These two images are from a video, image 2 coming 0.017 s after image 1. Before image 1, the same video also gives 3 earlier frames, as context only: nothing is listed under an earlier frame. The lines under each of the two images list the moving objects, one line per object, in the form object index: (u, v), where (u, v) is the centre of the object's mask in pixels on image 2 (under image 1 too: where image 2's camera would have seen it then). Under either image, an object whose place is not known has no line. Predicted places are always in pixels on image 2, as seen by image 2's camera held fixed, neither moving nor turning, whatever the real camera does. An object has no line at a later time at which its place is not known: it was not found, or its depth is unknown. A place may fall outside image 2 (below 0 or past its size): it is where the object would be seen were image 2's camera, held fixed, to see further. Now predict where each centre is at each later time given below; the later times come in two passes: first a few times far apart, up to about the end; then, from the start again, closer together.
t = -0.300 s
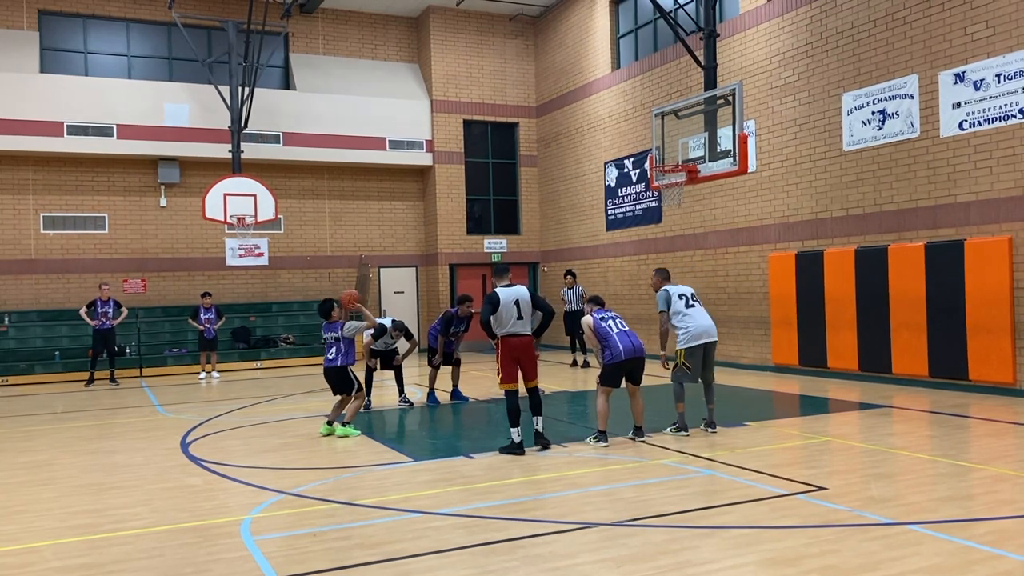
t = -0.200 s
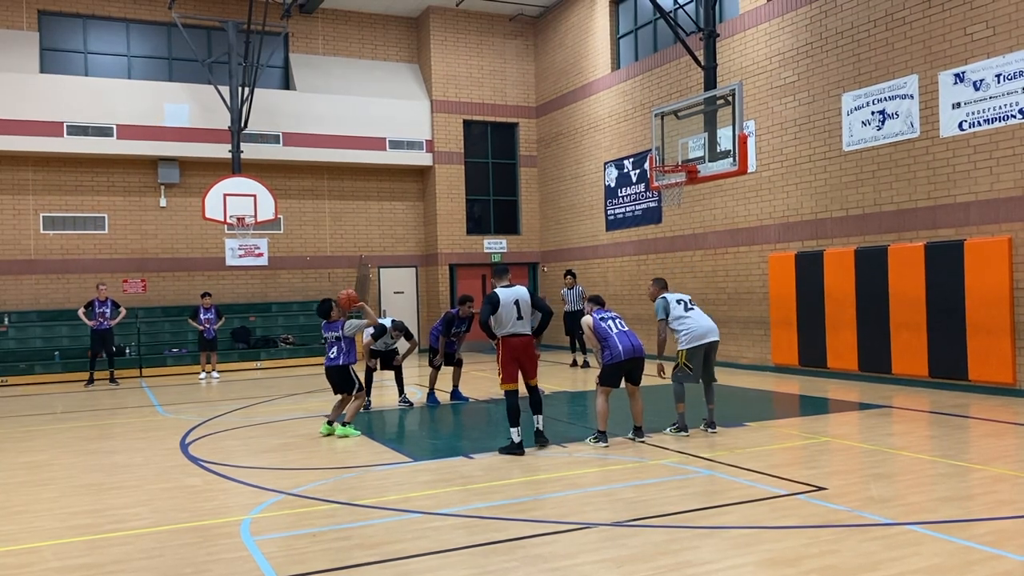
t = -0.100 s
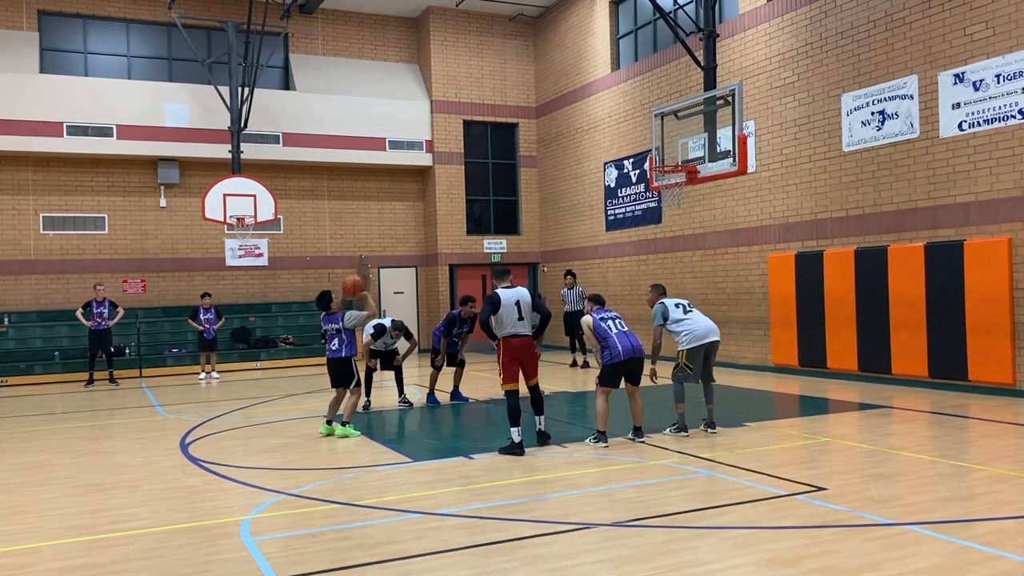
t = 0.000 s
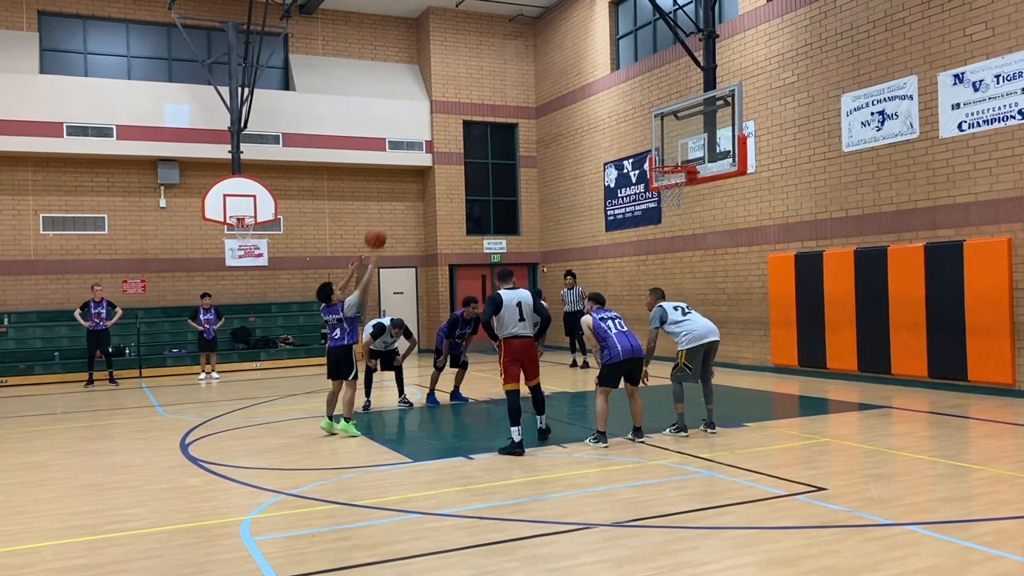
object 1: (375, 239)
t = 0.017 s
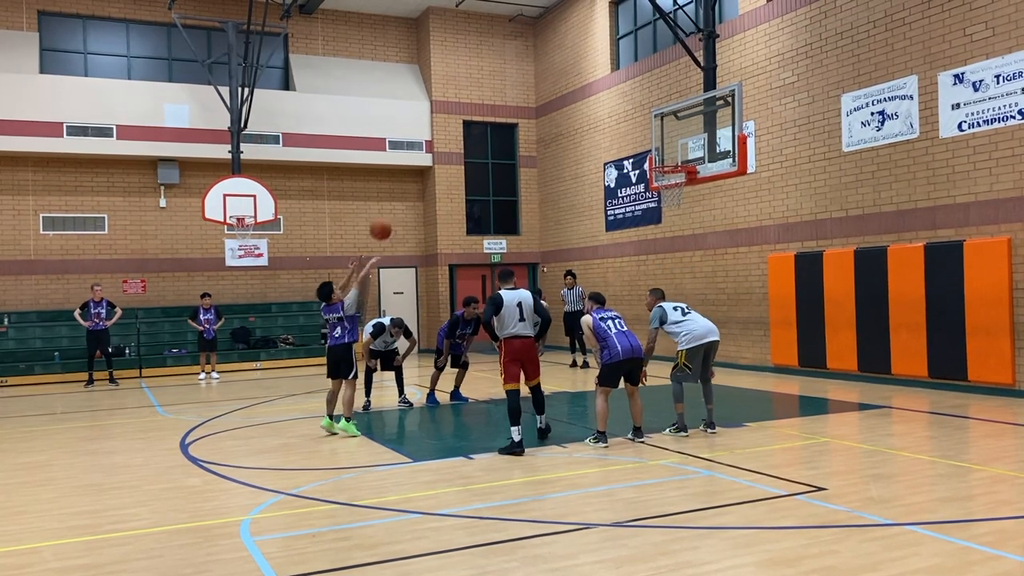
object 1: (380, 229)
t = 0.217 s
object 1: (441, 146)
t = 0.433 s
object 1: (504, 99)
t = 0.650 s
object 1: (563, 92)
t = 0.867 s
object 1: (618, 123)
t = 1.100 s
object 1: (669, 158)
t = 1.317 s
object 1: (679, 141)
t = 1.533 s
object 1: (666, 143)
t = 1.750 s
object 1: (663, 154)
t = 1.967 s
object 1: (671, 172)
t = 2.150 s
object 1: (678, 206)
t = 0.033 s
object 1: (385, 221)
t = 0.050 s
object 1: (391, 213)
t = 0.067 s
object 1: (396, 204)
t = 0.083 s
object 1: (401, 197)
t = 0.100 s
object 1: (406, 189)
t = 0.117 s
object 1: (411, 181)
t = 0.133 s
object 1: (417, 175)
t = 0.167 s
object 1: (426, 163)
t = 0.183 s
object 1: (431, 157)
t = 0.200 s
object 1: (436, 151)
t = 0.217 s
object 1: (441, 146)
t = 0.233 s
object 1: (446, 141)
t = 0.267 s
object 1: (456, 131)
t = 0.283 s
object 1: (461, 127)
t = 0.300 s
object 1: (465, 123)
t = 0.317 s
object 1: (471, 118)
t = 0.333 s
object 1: (476, 115)
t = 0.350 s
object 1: (480, 113)
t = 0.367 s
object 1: (485, 109)
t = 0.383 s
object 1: (489, 106)
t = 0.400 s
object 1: (494, 104)
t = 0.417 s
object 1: (499, 101)
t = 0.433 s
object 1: (504, 99)
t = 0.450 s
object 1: (508, 97)
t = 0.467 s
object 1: (513, 96)
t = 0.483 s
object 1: (517, 94)
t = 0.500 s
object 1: (522, 93)
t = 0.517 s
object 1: (527, 92)
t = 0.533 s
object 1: (531, 91)
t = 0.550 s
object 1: (536, 91)
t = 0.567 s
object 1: (540, 91)
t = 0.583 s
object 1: (545, 91)
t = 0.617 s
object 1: (554, 91)
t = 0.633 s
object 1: (558, 91)
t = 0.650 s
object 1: (563, 92)
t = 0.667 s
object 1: (567, 93)
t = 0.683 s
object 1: (572, 95)
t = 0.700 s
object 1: (576, 97)
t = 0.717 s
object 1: (580, 98)
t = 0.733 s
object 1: (584, 100)
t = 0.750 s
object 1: (589, 102)
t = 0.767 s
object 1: (593, 105)
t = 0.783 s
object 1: (597, 107)
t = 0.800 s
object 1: (601, 110)
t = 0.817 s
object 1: (606, 113)
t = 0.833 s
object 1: (610, 116)
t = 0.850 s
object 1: (614, 119)
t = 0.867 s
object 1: (618, 123)
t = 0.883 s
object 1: (623, 126)
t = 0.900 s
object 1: (627, 130)
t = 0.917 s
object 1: (631, 134)
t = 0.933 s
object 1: (635, 139)
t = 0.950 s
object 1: (639, 143)
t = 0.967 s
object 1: (643, 147)
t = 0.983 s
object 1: (647, 152)
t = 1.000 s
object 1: (650, 157)
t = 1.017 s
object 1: (654, 158)
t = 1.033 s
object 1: (658, 158)
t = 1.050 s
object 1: (661, 157)
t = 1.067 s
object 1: (663, 157)
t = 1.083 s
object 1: (667, 157)
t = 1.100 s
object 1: (669, 158)
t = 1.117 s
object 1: (672, 157)
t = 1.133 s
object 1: (676, 158)
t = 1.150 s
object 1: (678, 158)
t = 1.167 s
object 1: (680, 158)
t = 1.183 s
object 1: (682, 157)
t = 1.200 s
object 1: (684, 154)
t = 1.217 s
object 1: (685, 152)
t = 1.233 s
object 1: (685, 149)
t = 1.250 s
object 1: (684, 147)
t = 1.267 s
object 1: (683, 145)
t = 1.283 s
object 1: (682, 144)
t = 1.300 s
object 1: (681, 142)
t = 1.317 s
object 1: (679, 141)
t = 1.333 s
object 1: (678, 140)
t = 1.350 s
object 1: (677, 139)
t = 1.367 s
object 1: (677, 138)
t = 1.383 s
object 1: (676, 138)
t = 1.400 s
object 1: (674, 138)
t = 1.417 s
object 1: (673, 138)
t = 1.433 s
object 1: (671, 138)
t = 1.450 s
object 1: (671, 138)
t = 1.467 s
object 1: (670, 138)
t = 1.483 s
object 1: (669, 139)
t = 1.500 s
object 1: (668, 140)
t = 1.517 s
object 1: (667, 141)
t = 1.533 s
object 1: (666, 143)
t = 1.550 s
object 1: (665, 144)
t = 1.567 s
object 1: (664, 146)
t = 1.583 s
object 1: (663, 148)
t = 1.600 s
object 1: (662, 150)
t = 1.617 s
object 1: (661, 153)
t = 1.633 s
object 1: (660, 155)
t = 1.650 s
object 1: (660, 157)
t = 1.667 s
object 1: (660, 157)
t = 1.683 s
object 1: (661, 156)
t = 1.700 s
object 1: (661, 155)
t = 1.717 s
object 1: (661, 155)
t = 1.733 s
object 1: (662, 155)
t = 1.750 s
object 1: (663, 154)
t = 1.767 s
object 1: (663, 155)
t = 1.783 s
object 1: (664, 155)
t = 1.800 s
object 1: (665, 155)
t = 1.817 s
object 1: (666, 156)
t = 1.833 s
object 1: (667, 157)
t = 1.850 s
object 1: (668, 157)
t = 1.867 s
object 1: (668, 158)
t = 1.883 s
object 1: (669, 159)
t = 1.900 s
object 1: (670, 160)
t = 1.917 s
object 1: (672, 163)
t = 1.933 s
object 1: (672, 167)
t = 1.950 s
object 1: (671, 170)
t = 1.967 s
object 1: (671, 172)
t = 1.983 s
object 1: (672, 174)
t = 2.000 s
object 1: (673, 176)
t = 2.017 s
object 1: (674, 179)
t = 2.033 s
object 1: (675, 183)
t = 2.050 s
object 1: (677, 187)
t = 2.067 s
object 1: (678, 192)
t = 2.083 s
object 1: (678, 195)
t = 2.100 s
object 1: (678, 197)
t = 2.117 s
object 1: (678, 198)
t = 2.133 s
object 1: (678, 202)
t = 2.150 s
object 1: (678, 206)
